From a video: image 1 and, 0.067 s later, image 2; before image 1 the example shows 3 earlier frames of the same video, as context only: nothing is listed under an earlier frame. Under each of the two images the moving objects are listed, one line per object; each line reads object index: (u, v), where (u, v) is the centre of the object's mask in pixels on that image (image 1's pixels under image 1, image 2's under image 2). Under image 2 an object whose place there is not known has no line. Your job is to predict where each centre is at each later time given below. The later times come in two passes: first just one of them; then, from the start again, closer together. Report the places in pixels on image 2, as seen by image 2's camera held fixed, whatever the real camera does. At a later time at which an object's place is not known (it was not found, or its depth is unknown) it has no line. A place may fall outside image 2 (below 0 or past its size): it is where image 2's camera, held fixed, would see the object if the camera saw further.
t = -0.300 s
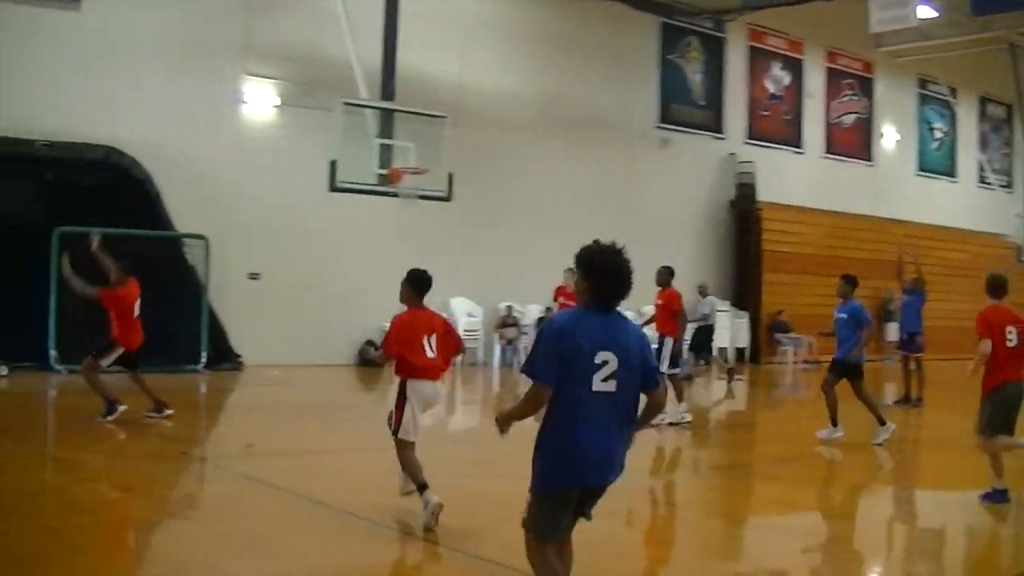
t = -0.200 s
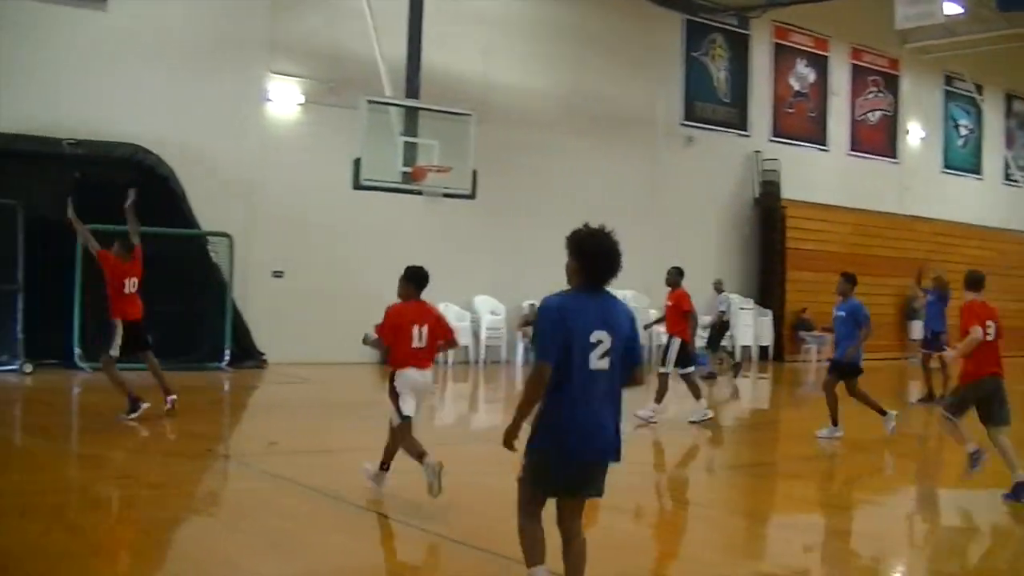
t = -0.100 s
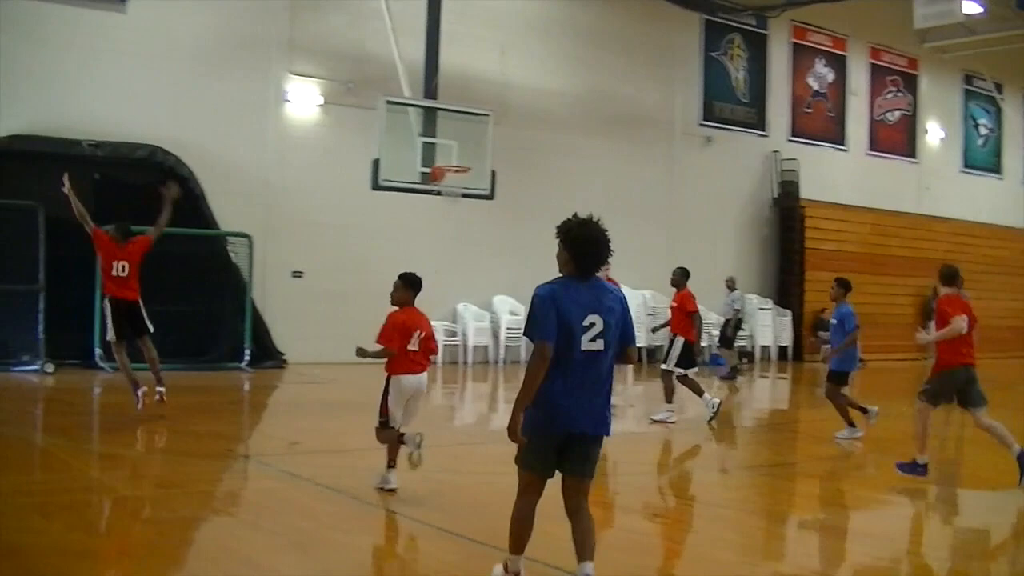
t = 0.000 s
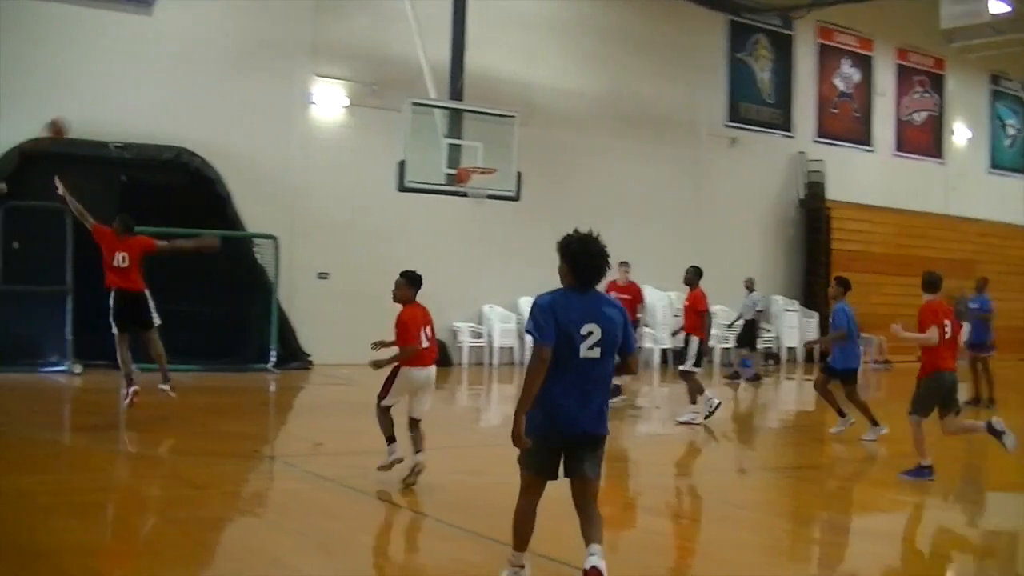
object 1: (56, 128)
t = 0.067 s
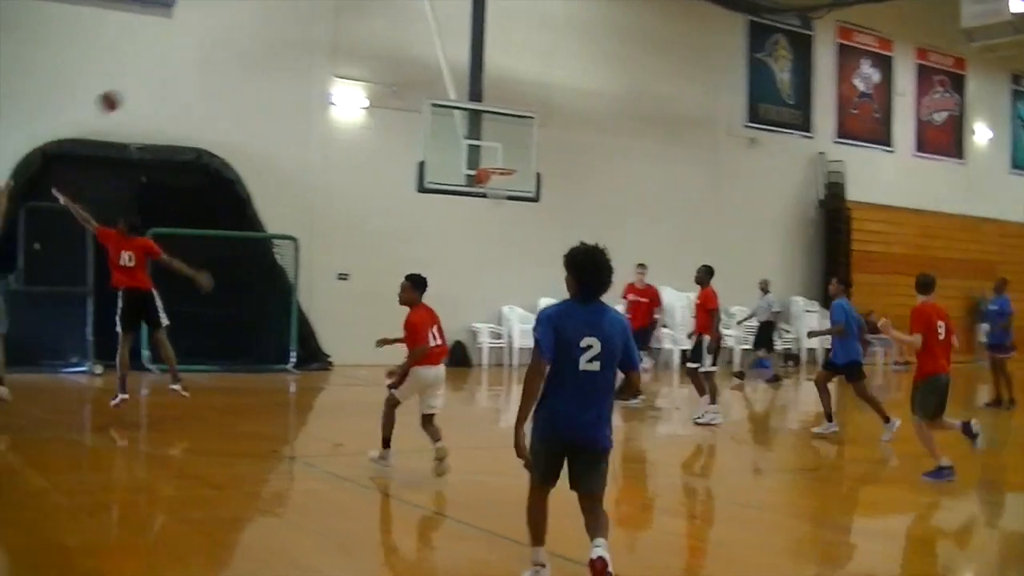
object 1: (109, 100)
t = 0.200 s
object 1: (178, 56)
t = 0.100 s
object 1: (126, 88)
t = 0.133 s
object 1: (144, 76)
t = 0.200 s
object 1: (178, 56)
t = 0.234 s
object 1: (195, 49)
